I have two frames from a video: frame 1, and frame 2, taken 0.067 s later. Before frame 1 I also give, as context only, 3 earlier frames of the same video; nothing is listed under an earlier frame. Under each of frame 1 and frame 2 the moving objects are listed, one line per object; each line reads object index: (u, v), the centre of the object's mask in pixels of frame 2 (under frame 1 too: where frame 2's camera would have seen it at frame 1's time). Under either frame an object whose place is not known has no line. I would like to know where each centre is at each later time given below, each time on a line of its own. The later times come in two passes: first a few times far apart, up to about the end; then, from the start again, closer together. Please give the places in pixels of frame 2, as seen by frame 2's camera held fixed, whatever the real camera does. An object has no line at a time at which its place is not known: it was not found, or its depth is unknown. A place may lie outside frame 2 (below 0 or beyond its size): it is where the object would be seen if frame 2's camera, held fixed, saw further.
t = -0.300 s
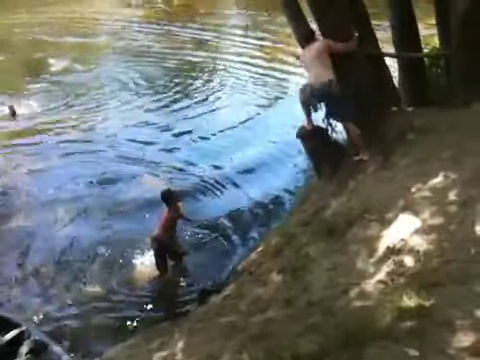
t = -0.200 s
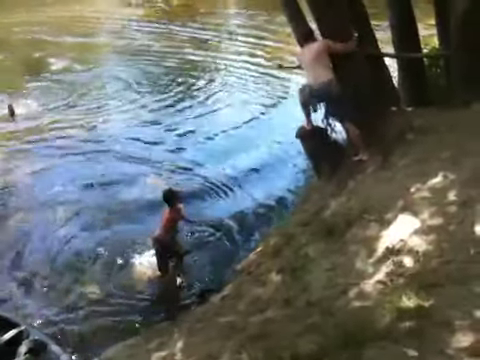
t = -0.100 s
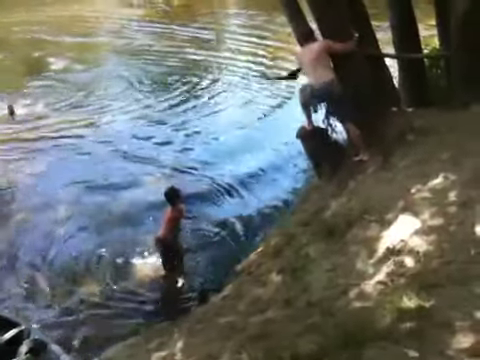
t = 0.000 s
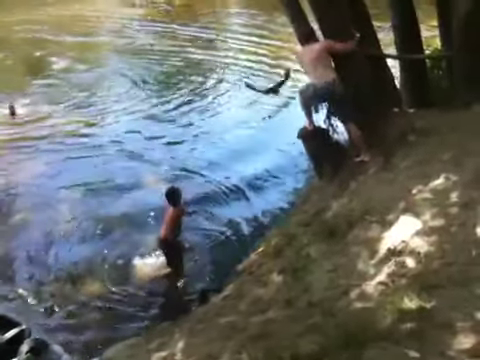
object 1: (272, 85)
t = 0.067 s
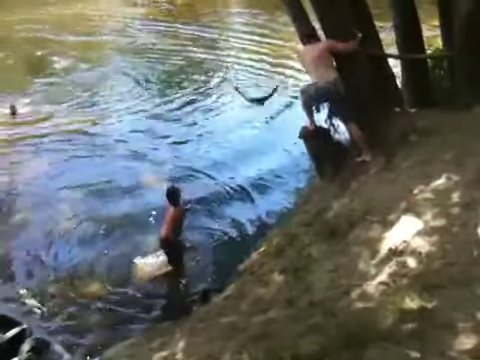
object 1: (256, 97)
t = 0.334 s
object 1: (181, 114)
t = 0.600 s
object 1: (126, 89)
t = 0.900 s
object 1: (95, 77)
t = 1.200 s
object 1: (73, 41)
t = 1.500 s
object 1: (59, 33)
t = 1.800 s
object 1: (52, 55)
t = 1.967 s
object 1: (60, 63)
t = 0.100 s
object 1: (244, 100)
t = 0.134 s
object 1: (238, 105)
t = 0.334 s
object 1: (181, 114)
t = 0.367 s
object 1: (175, 108)
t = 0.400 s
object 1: (167, 105)
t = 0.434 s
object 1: (159, 102)
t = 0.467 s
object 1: (152, 100)
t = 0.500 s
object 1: (143, 98)
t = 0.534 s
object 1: (138, 95)
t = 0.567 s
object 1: (132, 92)
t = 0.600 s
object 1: (126, 89)
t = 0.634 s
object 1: (121, 88)
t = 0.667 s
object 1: (117, 85)
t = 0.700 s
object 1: (113, 85)
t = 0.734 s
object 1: (108, 85)
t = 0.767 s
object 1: (104, 85)
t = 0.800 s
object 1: (101, 84)
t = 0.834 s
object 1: (99, 81)
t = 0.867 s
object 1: (97, 80)
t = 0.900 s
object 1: (95, 77)
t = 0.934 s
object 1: (92, 77)
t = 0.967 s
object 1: (91, 60)
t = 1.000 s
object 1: (88, 57)
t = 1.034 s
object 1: (86, 67)
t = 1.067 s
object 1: (80, 45)
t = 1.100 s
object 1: (78, 46)
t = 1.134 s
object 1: (76, 45)
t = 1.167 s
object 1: (74, 44)
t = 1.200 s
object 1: (73, 41)
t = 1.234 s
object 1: (70, 40)
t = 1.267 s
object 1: (69, 39)
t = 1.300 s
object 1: (68, 37)
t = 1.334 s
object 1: (66, 37)
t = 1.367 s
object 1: (65, 37)
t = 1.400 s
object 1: (63, 36)
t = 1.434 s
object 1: (62, 35)
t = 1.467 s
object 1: (60, 34)
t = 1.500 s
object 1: (59, 33)
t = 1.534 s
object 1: (59, 32)
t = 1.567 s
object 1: (59, 32)
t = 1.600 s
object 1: (59, 30)
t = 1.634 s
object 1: (54, 49)
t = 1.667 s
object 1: (53, 50)
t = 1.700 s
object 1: (53, 51)
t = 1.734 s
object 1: (51, 54)
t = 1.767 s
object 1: (51, 55)
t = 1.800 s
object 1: (52, 55)
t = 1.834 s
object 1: (54, 56)
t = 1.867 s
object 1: (57, 56)
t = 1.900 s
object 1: (59, 56)
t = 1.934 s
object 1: (59, 60)
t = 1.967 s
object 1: (60, 63)
